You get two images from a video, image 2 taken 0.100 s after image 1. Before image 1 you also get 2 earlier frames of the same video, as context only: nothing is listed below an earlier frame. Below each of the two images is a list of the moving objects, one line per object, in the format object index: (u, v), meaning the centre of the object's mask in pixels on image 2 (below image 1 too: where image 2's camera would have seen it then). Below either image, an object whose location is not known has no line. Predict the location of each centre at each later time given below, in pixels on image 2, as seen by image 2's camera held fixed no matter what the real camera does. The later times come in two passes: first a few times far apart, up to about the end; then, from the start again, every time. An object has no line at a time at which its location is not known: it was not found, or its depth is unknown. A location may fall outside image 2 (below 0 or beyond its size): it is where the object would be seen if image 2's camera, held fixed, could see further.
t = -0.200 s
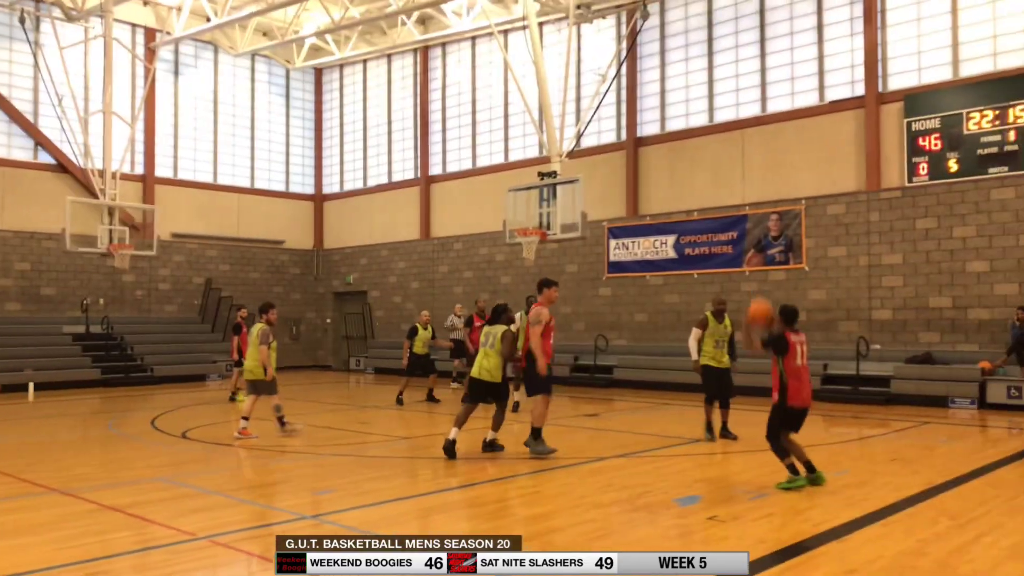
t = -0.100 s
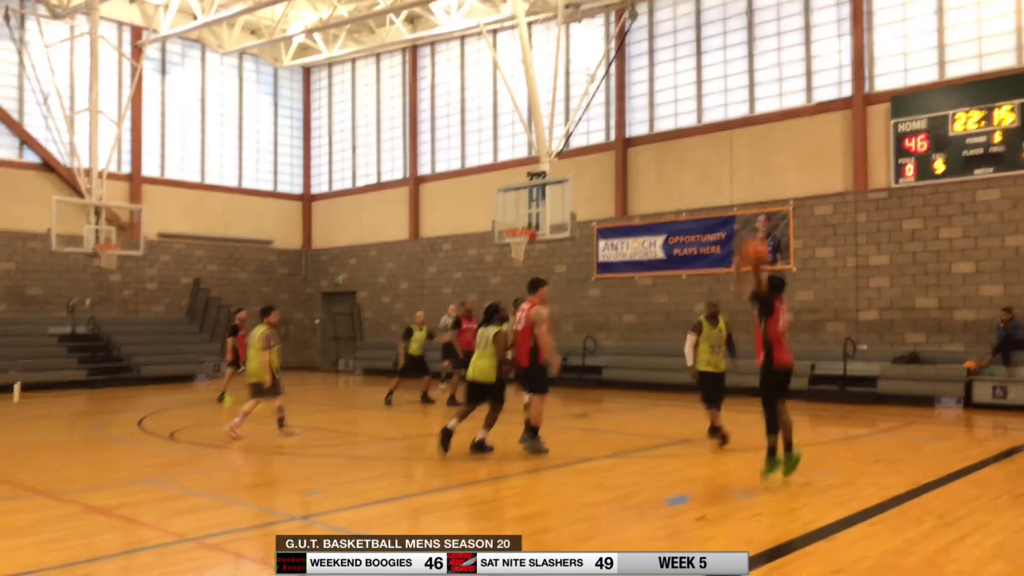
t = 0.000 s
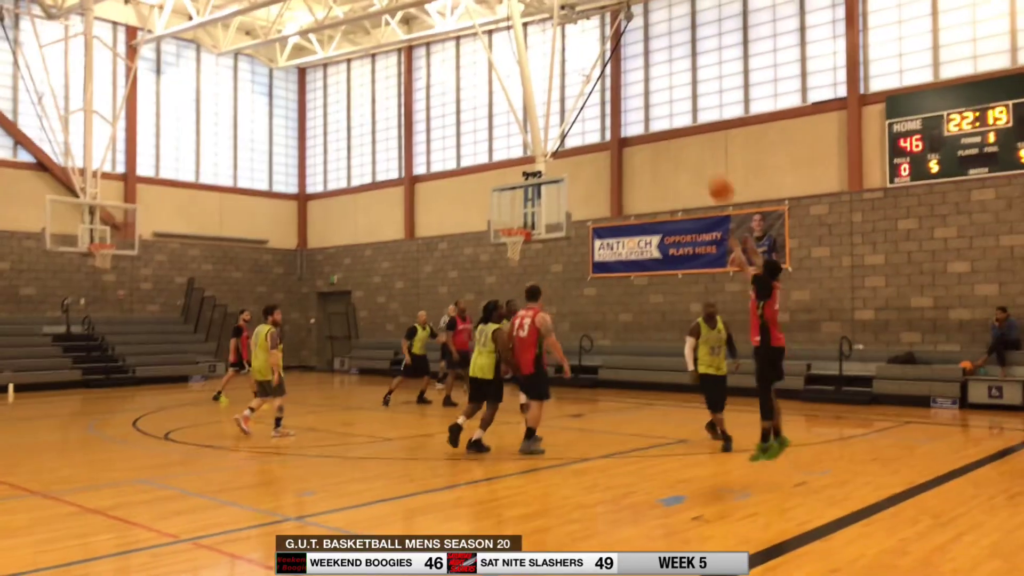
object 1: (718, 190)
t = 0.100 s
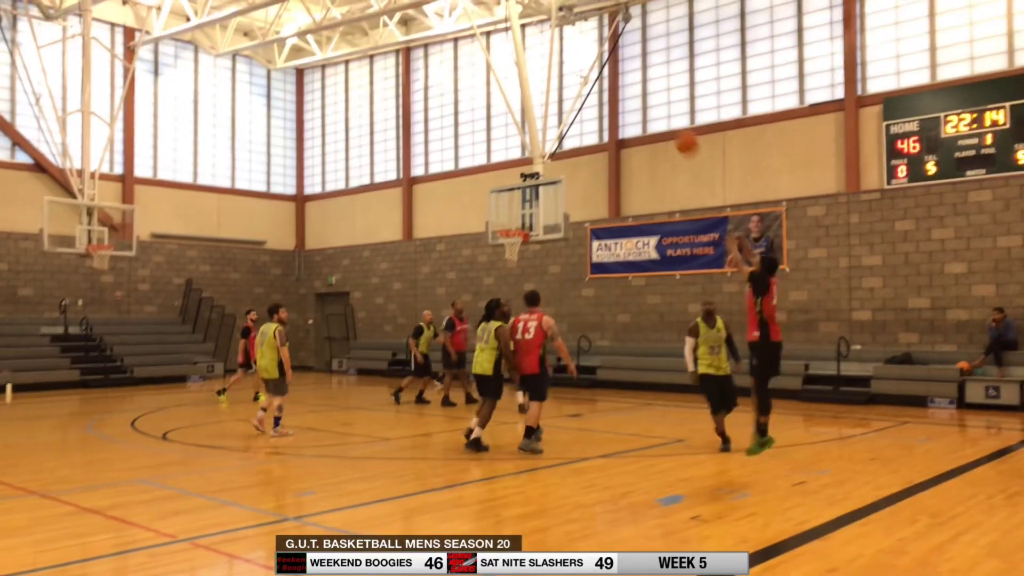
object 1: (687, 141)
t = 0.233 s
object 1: (650, 101)
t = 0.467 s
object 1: (593, 73)
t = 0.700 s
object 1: (554, 93)
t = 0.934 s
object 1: (524, 141)
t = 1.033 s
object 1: (513, 167)
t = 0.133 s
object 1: (678, 130)
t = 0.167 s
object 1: (667, 119)
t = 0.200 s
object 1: (658, 110)
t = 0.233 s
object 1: (650, 101)
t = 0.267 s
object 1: (642, 94)
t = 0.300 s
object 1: (634, 88)
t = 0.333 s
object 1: (627, 82)
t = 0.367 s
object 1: (622, 78)
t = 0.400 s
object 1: (613, 76)
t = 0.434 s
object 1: (607, 74)
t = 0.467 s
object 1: (593, 73)
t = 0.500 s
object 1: (587, 73)
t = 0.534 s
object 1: (581, 75)
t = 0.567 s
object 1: (576, 77)
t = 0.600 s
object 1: (570, 80)
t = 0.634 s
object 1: (565, 84)
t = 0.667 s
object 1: (560, 88)
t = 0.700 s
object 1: (554, 93)
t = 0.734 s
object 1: (550, 97)
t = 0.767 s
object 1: (545, 103)
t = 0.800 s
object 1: (541, 110)
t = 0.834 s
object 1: (536, 117)
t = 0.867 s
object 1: (532, 124)
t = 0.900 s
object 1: (528, 132)
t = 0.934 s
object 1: (524, 141)
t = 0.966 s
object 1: (521, 149)
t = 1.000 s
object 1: (516, 157)
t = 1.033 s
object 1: (513, 167)
